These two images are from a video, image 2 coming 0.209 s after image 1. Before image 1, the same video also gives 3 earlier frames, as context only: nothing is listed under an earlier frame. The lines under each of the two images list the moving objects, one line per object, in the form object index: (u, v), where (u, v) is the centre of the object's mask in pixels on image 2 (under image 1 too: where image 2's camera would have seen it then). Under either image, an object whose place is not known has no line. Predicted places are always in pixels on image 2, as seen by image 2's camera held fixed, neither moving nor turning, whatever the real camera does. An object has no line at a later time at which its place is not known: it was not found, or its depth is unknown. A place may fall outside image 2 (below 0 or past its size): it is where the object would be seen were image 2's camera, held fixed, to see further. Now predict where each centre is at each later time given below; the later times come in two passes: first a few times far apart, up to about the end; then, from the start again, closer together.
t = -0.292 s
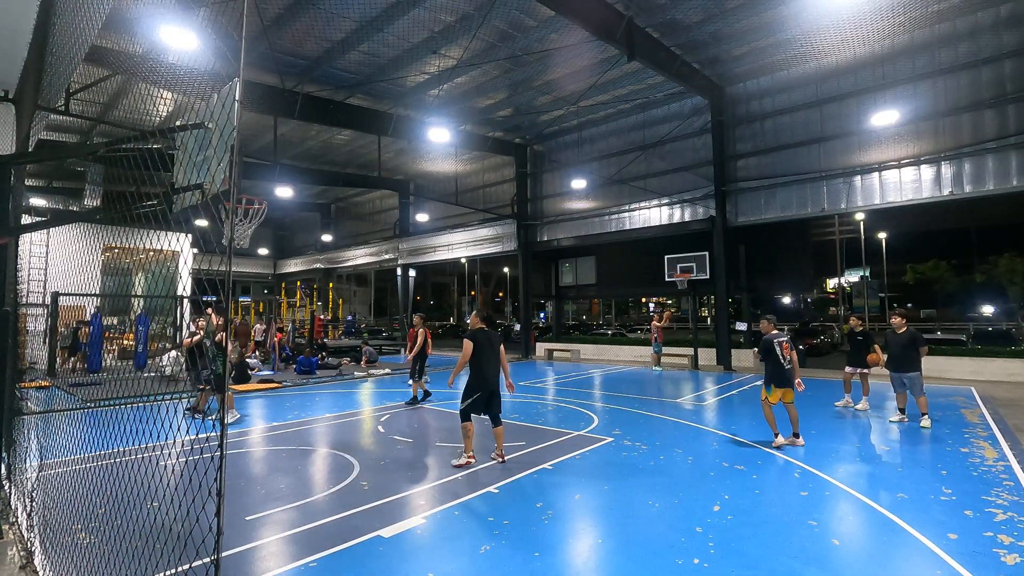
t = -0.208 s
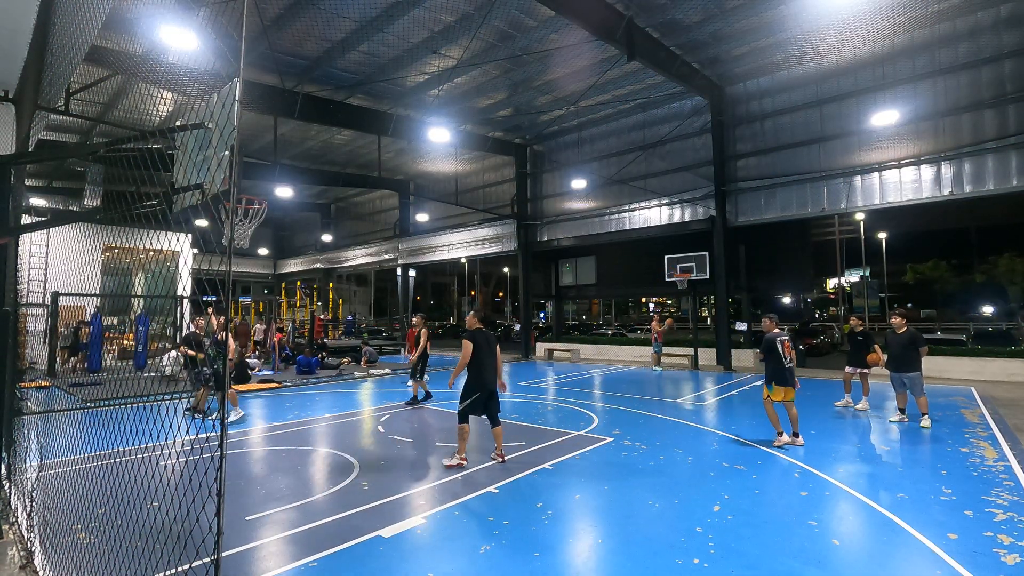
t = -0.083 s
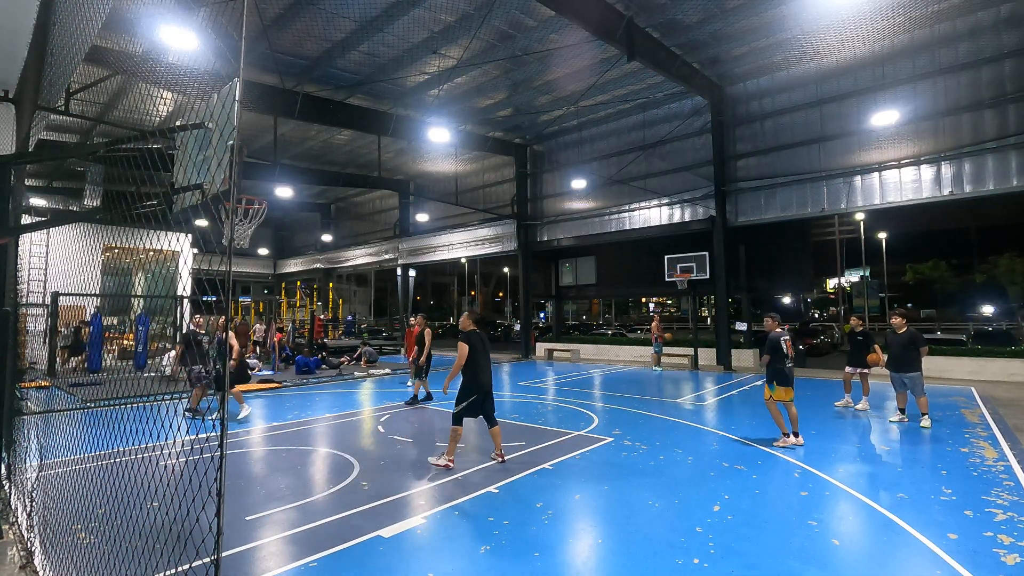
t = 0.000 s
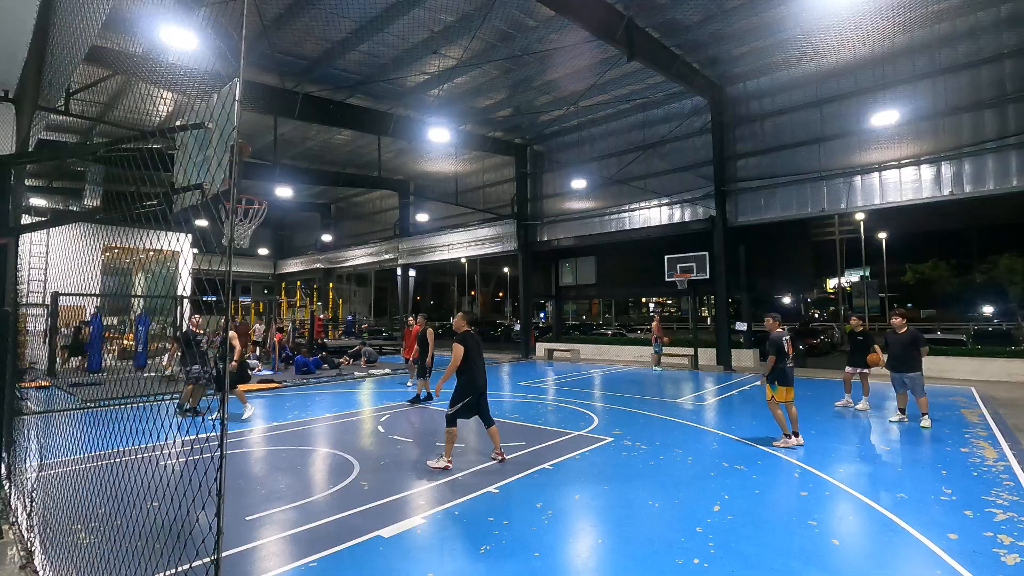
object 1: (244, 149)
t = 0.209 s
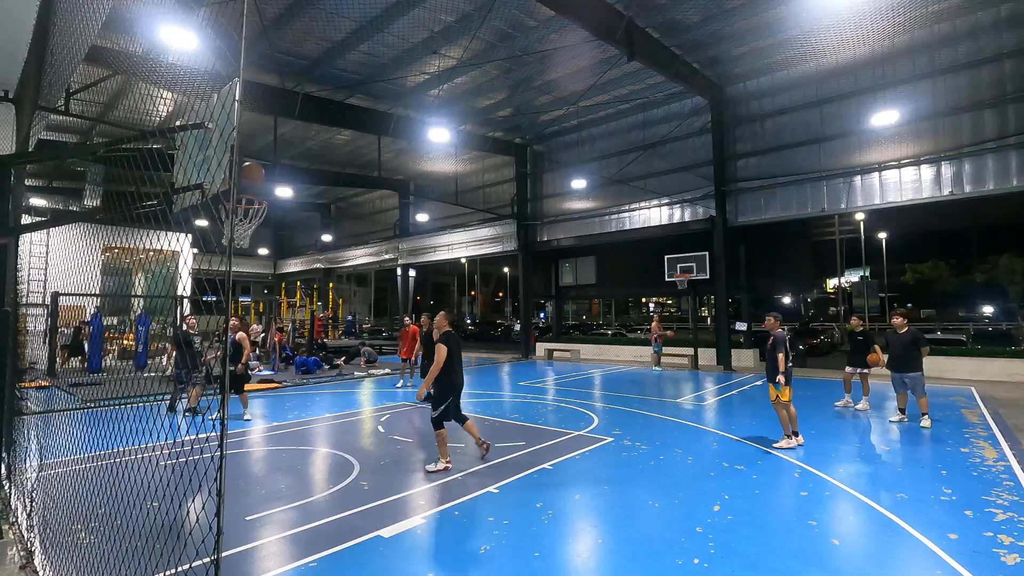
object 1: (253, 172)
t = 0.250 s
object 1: (254, 185)
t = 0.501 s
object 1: (275, 197)
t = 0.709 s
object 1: (295, 256)
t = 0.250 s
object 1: (254, 185)
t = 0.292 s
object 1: (257, 188)
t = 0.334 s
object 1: (260, 187)
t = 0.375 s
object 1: (263, 187)
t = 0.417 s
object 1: (267, 188)
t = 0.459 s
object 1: (271, 192)
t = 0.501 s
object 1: (275, 197)
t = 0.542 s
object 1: (279, 206)
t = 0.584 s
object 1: (283, 214)
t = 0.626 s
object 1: (287, 226)
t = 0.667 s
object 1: (291, 241)
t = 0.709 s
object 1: (295, 256)
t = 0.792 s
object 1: (305, 299)
